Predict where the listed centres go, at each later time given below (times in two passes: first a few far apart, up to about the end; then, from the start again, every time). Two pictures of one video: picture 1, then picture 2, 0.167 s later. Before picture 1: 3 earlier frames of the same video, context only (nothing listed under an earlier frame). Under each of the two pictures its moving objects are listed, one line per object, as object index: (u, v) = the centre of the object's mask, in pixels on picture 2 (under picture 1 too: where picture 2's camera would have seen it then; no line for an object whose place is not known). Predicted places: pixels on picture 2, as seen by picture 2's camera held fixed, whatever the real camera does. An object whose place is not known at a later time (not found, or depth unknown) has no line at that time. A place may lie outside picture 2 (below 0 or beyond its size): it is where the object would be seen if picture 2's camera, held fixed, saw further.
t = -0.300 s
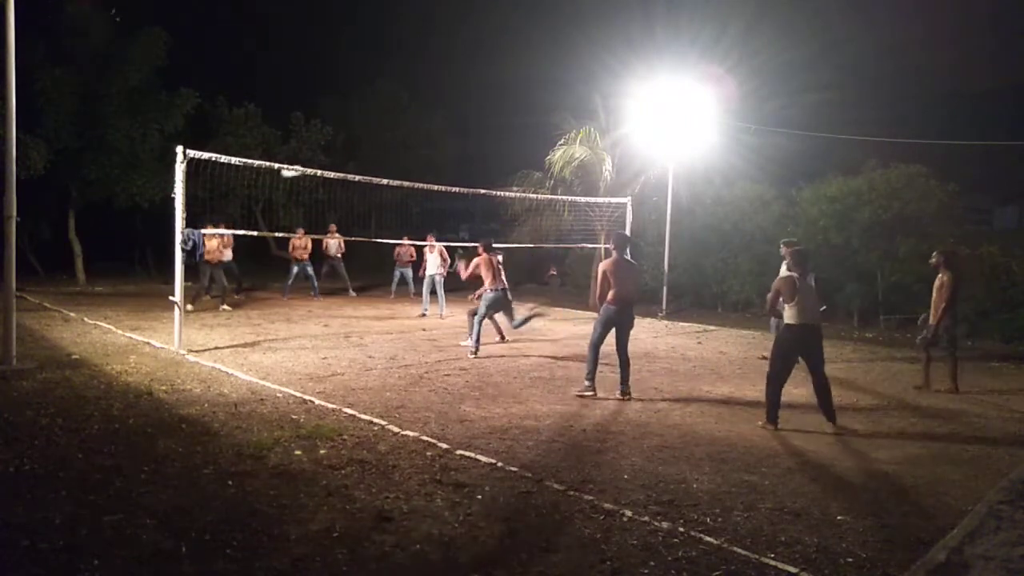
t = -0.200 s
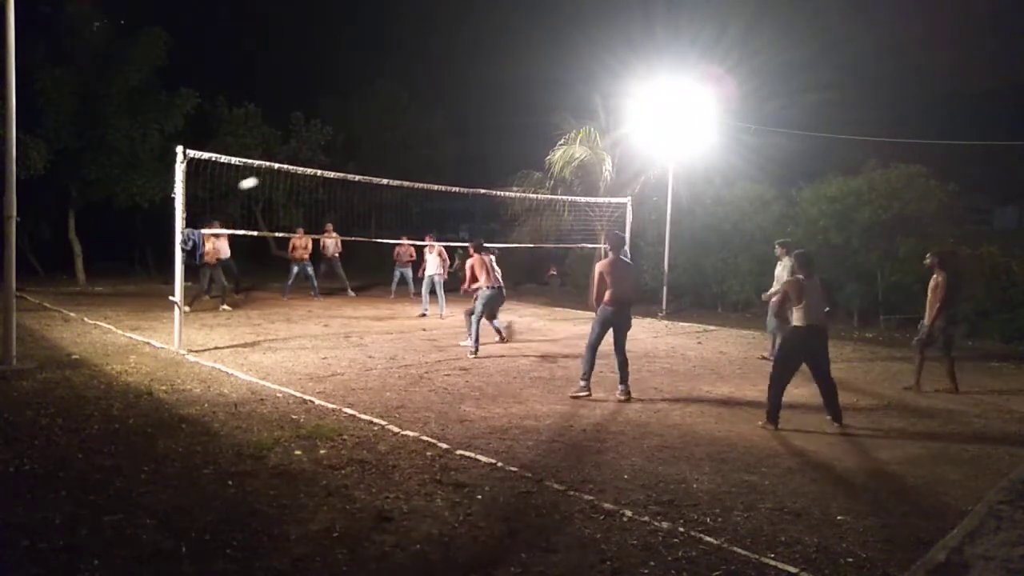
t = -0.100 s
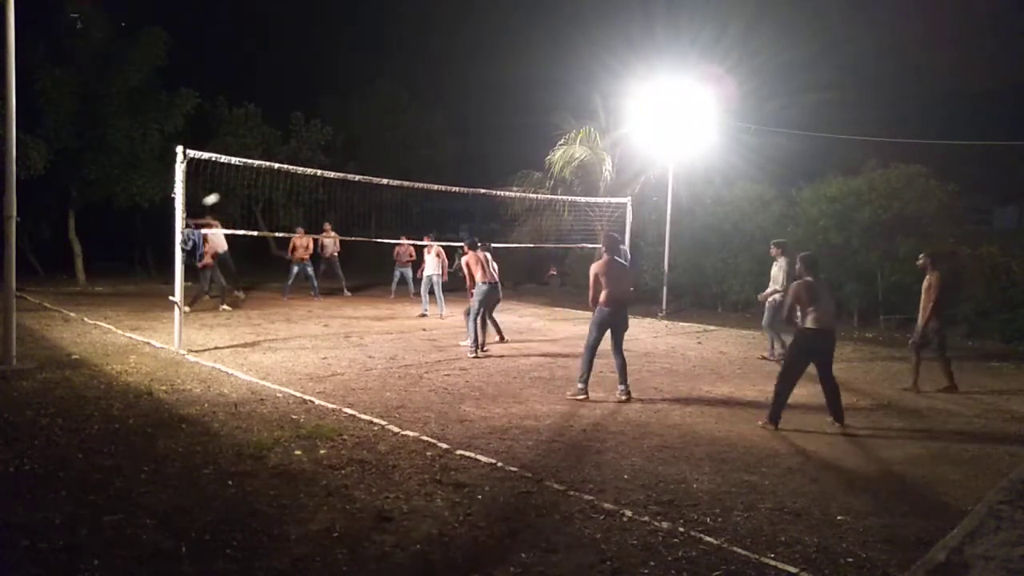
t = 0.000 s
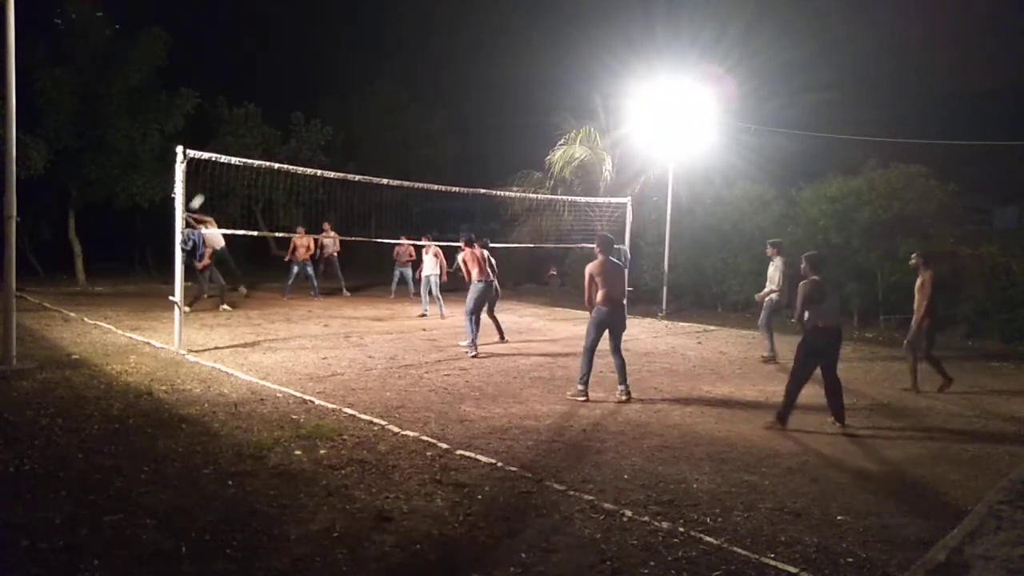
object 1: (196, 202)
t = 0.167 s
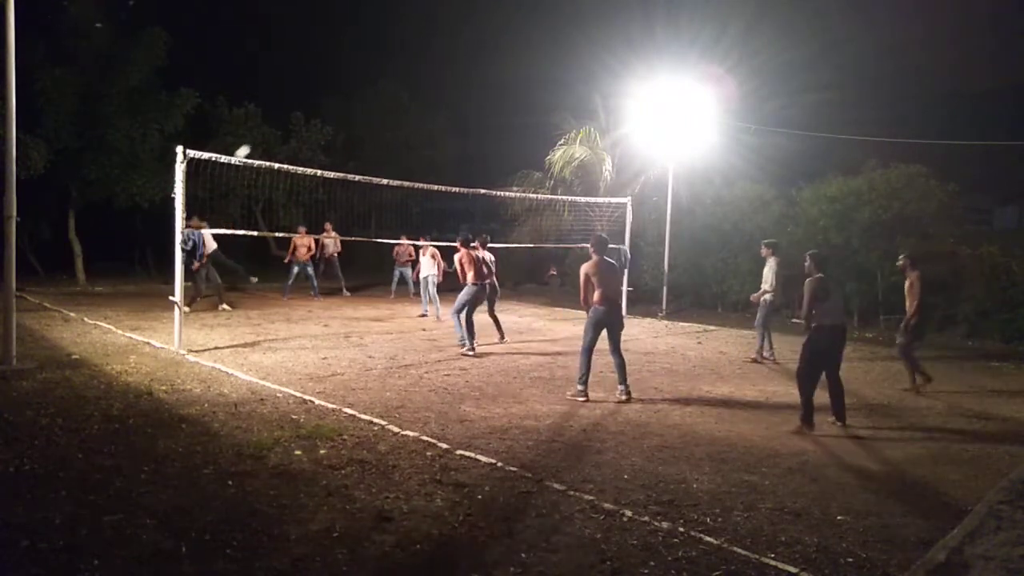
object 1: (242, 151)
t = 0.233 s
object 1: (261, 135)
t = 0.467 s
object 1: (334, 90)
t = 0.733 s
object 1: (427, 68)
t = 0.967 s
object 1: (518, 82)
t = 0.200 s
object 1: (252, 143)
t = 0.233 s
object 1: (261, 135)
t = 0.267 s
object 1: (271, 127)
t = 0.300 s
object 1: (281, 120)
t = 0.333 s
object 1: (291, 113)
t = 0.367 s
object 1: (302, 106)
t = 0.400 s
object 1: (312, 100)
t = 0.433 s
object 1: (323, 95)
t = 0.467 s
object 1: (334, 90)
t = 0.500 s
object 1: (345, 85)
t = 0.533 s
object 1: (356, 81)
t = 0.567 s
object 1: (368, 77)
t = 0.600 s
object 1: (380, 74)
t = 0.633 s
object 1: (391, 72)
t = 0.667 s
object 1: (403, 70)
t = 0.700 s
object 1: (415, 69)
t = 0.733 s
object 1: (427, 68)
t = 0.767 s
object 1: (440, 68)
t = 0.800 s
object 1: (452, 69)
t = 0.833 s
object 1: (465, 70)
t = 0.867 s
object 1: (478, 72)
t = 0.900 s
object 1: (491, 74)
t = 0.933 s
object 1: (505, 78)
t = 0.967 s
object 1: (518, 82)
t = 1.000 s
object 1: (531, 87)
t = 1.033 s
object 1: (545, 92)
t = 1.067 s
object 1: (559, 98)
